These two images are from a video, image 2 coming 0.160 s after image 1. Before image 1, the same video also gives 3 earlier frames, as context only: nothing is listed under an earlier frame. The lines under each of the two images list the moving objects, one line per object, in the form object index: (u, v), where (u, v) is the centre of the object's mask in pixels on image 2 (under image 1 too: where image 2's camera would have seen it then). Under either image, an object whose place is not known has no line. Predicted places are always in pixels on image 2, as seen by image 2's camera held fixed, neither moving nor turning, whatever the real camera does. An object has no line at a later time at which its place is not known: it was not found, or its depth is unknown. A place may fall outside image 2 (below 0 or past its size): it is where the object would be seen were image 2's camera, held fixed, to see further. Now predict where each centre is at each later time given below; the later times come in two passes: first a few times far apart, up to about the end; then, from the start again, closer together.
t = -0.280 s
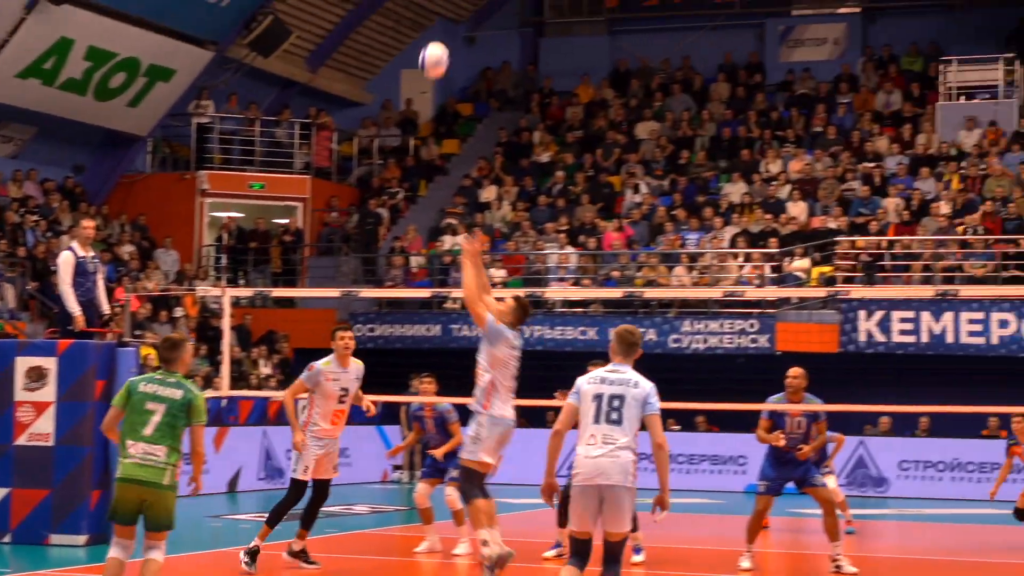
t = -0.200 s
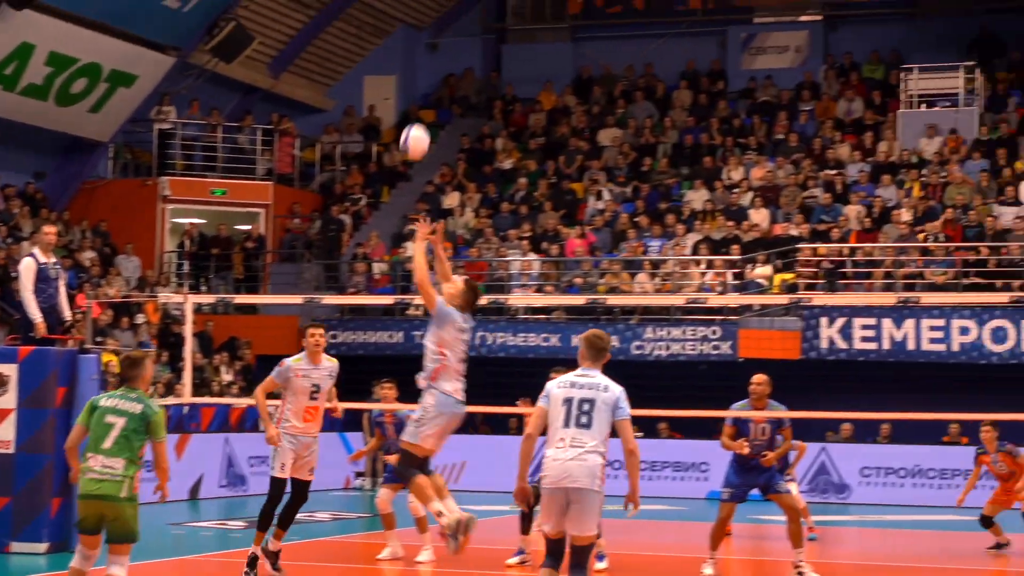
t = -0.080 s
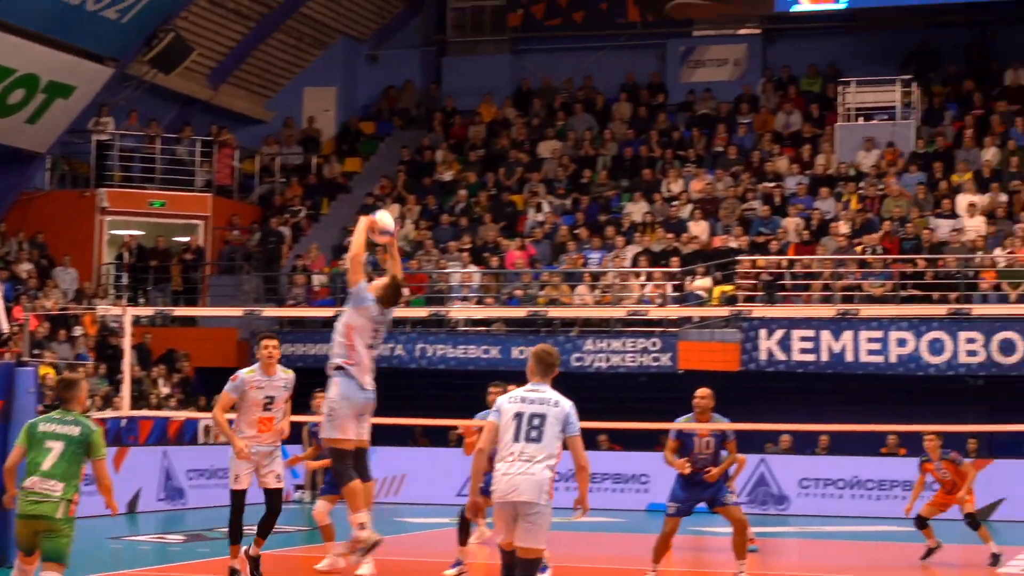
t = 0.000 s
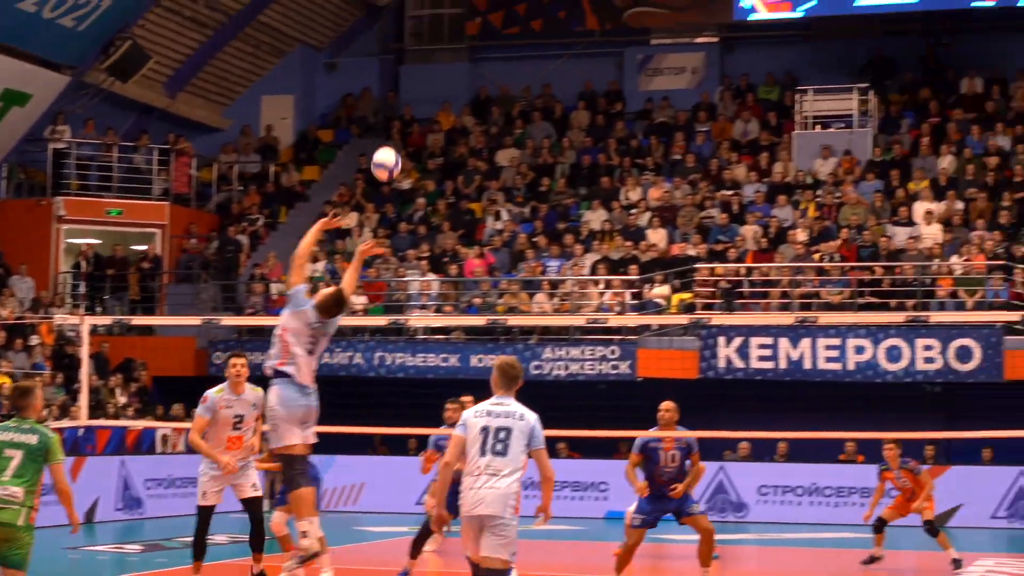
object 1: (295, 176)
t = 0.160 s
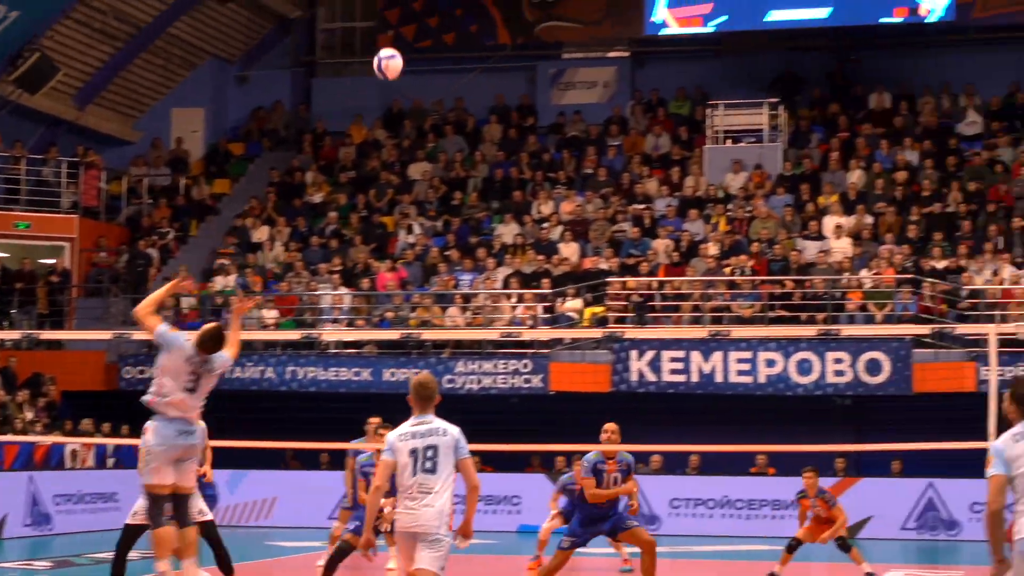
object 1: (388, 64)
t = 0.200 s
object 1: (410, 42)
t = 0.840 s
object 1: (732, 1)
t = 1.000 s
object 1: (803, 73)
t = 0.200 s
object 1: (410, 42)
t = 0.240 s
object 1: (432, 23)
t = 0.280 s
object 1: (454, 7)
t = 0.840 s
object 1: (732, 1)
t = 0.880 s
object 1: (750, 16)
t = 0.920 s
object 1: (768, 34)
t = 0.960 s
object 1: (786, 52)
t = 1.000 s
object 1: (803, 73)
